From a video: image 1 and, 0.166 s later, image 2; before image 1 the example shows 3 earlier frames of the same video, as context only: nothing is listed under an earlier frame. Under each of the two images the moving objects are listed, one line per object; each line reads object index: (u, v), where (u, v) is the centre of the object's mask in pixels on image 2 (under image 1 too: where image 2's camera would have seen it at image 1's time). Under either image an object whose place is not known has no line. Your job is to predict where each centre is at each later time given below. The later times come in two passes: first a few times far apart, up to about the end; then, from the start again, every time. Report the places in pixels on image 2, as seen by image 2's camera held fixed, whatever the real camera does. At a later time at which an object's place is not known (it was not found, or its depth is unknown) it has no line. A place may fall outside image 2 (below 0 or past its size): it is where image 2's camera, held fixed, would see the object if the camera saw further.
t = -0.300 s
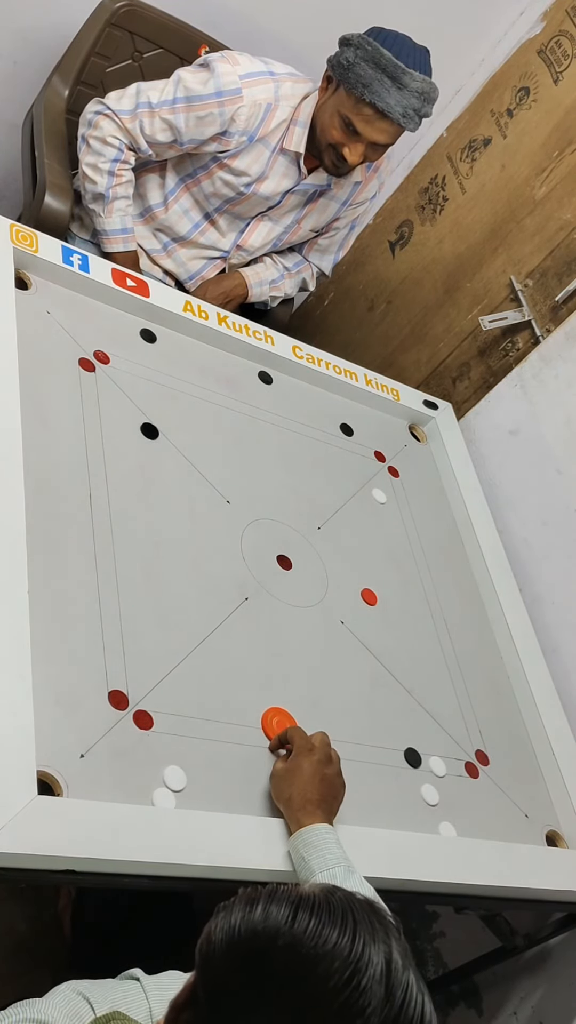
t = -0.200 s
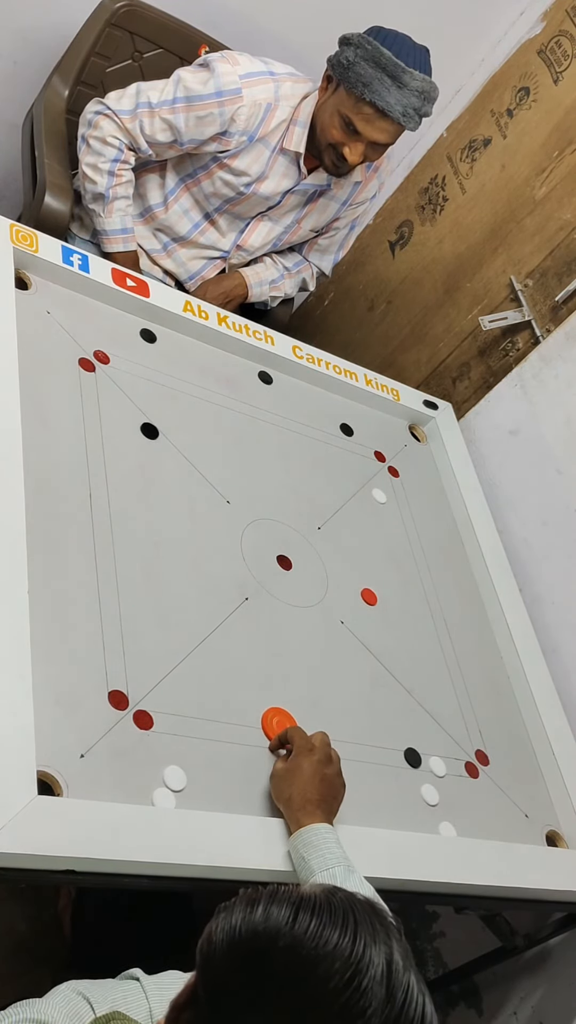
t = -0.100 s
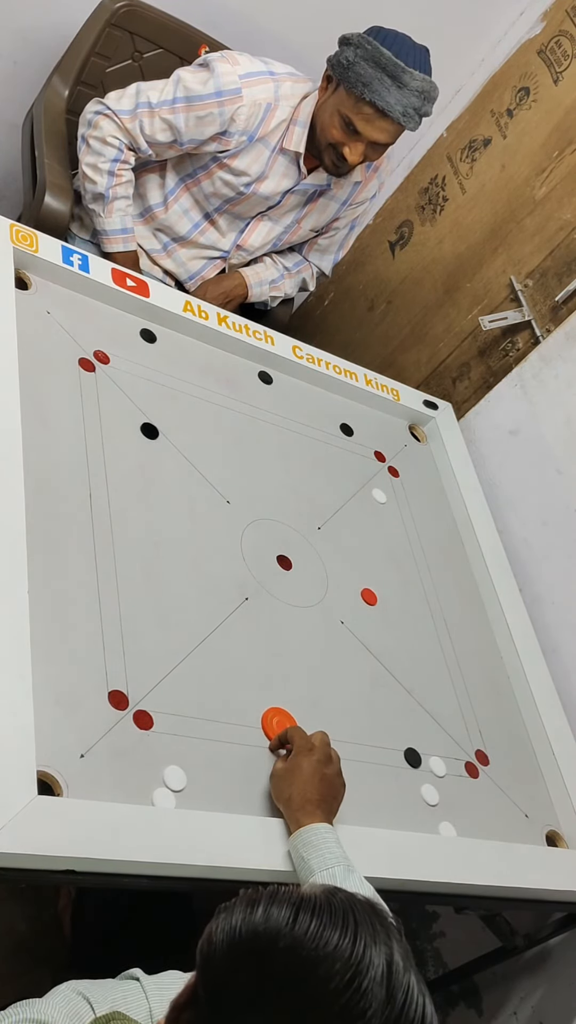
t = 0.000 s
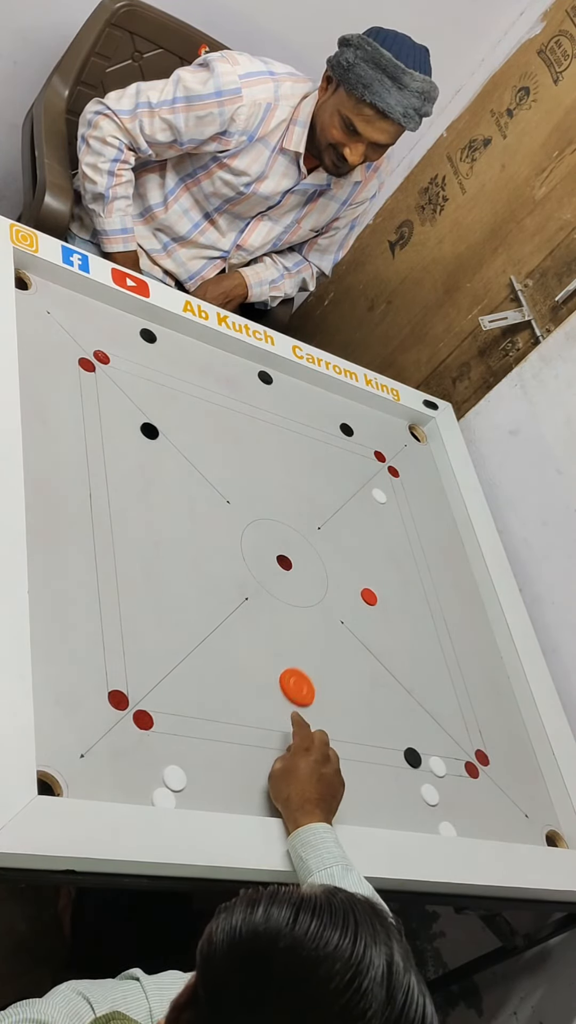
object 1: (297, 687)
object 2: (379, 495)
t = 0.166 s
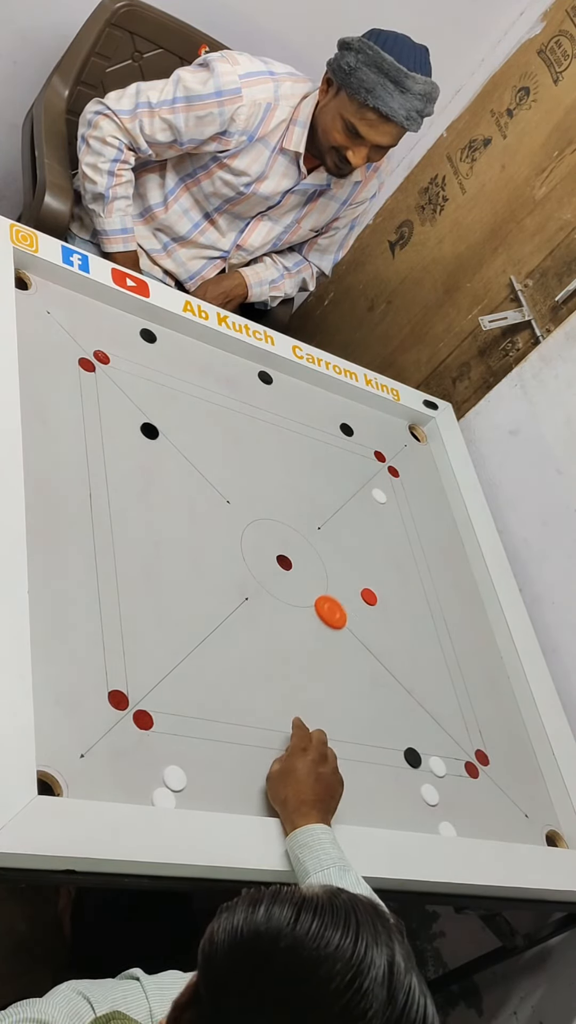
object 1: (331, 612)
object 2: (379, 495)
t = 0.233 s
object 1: (342, 587)
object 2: (379, 495)
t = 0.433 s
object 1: (372, 524)
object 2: (379, 495)
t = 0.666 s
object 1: (396, 484)
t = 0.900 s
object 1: (412, 461)
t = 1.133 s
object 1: (420, 446)
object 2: (383, 491)
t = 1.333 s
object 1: (414, 434)
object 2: (351, 501)
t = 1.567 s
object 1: (412, 433)
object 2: (315, 513)
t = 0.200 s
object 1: (337, 599)
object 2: (379, 495)
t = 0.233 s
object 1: (342, 587)
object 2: (379, 495)
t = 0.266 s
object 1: (348, 575)
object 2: (379, 495)
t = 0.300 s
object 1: (353, 564)
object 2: (379, 495)
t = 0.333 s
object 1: (358, 553)
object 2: (379, 495)
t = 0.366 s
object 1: (363, 543)
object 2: (379, 495)
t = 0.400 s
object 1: (368, 533)
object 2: (379, 495)
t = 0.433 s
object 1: (372, 524)
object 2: (379, 495)
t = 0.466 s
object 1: (376, 515)
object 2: (379, 495)
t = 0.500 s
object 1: (380, 508)
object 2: (381, 484)
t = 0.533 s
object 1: (383, 503)
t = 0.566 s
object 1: (387, 498)
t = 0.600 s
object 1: (390, 493)
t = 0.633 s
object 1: (393, 489)
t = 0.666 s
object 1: (396, 484)
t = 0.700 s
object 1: (399, 480)
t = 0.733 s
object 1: (402, 477)
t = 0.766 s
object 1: (405, 473)
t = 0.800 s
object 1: (408, 469)
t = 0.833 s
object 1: (409, 466)
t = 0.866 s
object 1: (411, 463)
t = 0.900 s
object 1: (412, 461)
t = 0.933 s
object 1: (413, 458)
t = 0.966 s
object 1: (415, 456)
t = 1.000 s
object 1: (416, 453)
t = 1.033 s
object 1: (417, 451)
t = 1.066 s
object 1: (418, 449)
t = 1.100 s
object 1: (419, 447)
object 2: (389, 490)
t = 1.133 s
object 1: (420, 446)
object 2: (383, 491)
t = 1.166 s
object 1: (420, 443)
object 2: (378, 493)
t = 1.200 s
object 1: (418, 441)
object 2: (372, 495)
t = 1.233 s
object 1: (417, 438)
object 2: (366, 496)
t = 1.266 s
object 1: (416, 437)
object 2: (361, 498)
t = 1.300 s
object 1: (414, 435)
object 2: (356, 499)
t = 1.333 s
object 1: (414, 434)
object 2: (351, 501)
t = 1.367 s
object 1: (413, 433)
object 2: (345, 503)
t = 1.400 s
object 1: (413, 433)
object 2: (340, 504)
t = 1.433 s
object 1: (413, 433)
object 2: (335, 506)
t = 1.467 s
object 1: (412, 433)
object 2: (330, 507)
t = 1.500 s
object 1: (412, 433)
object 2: (325, 509)
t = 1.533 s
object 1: (412, 433)
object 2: (320, 511)
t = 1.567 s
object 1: (412, 433)
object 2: (315, 513)
